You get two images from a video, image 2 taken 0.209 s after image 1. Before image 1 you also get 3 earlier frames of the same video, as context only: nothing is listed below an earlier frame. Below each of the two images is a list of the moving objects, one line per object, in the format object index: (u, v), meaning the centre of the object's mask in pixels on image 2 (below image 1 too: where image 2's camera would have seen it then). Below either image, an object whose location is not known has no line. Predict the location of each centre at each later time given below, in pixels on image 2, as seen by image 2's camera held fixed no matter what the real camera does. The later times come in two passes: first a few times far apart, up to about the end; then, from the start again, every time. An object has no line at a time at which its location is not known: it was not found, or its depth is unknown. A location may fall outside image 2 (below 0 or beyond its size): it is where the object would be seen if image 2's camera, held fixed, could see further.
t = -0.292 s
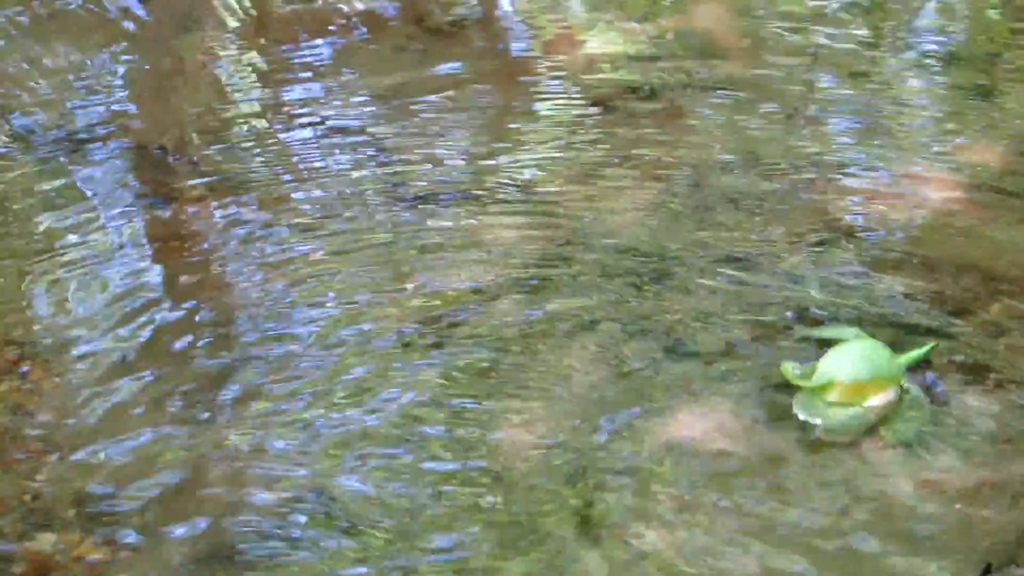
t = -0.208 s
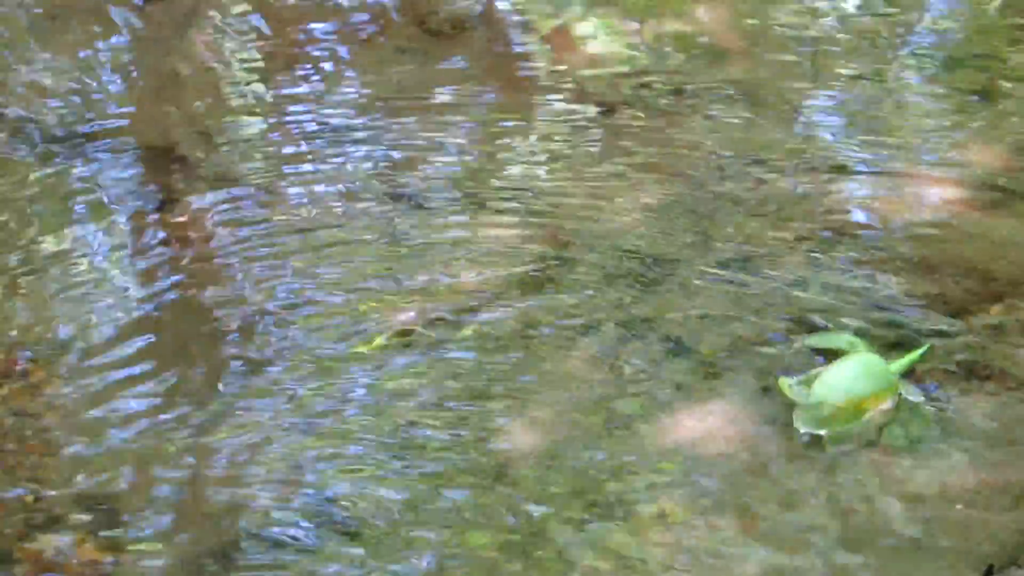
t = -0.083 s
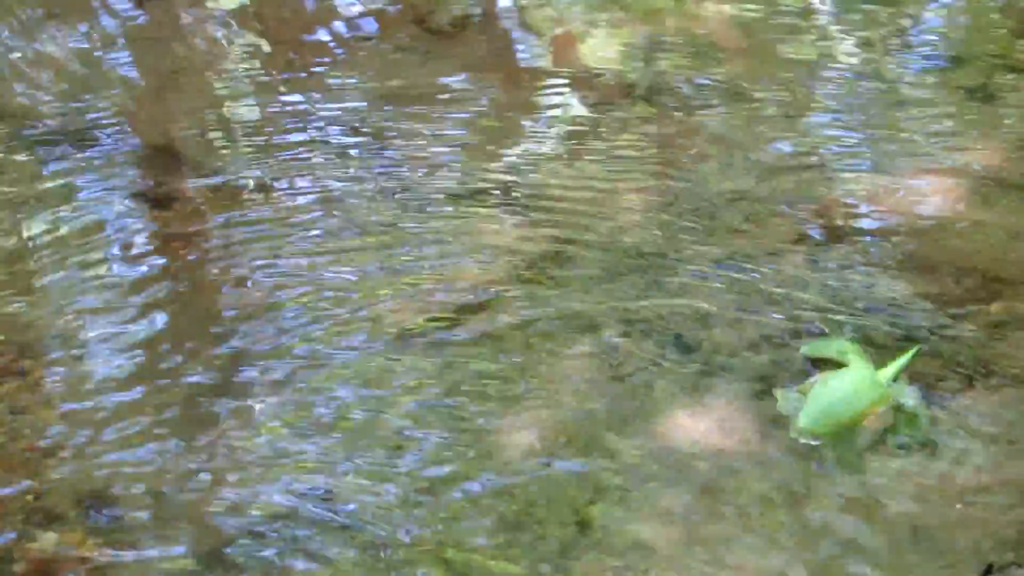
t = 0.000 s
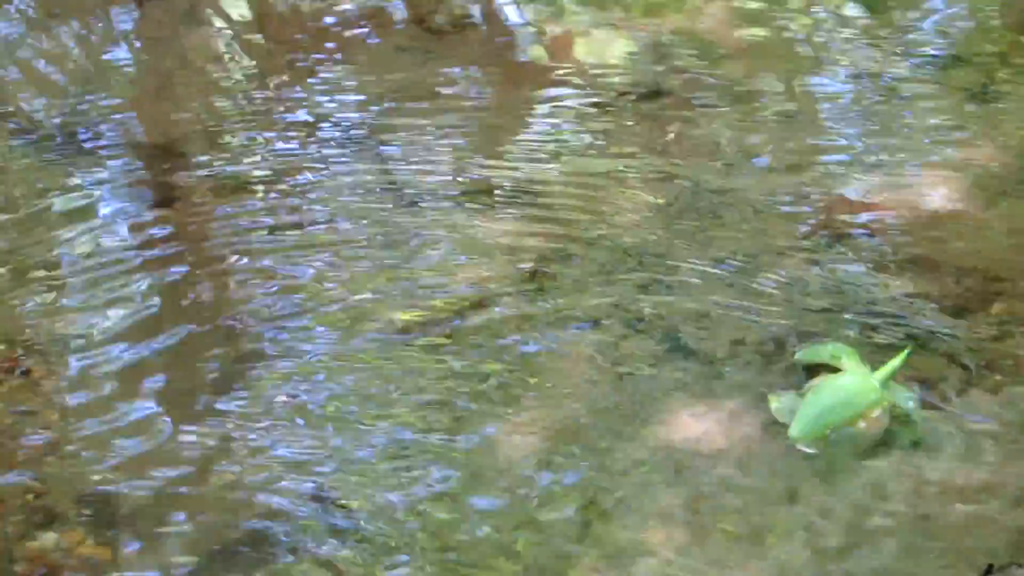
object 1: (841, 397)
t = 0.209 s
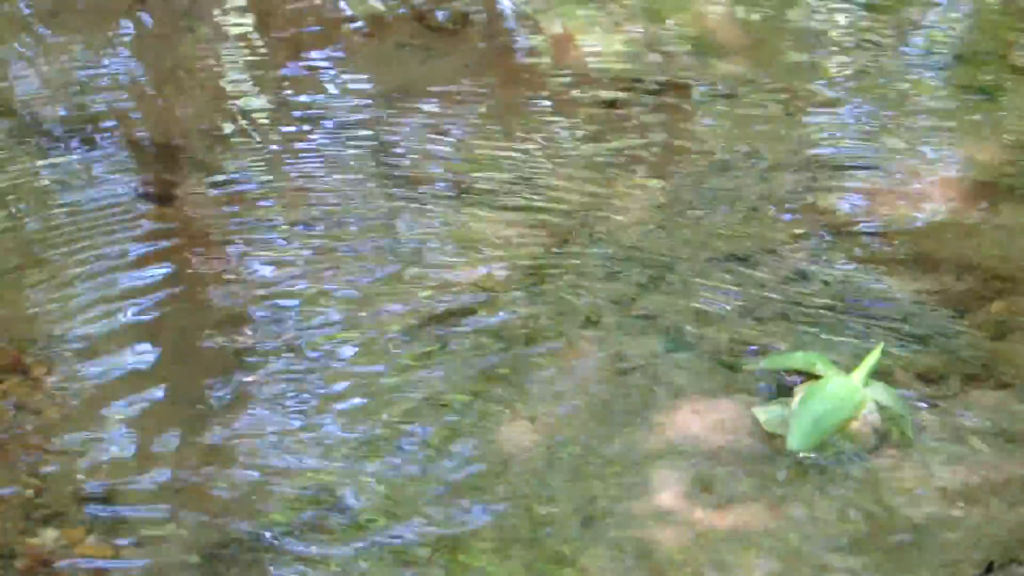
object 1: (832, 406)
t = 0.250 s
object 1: (826, 406)
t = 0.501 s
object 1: (796, 417)
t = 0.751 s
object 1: (770, 430)
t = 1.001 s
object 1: (754, 437)
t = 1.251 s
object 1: (744, 444)
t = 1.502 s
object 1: (702, 447)
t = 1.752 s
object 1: (639, 457)
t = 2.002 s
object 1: (575, 472)
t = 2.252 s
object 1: (549, 487)
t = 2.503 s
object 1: (531, 501)
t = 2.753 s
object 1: (509, 514)
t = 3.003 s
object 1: (489, 535)
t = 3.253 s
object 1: (473, 552)
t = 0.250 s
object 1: (826, 406)
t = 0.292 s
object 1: (820, 408)
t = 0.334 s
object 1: (807, 405)
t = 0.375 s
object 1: (807, 412)
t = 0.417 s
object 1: (801, 413)
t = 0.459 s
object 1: (797, 416)
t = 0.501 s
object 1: (796, 417)
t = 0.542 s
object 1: (792, 419)
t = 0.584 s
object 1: (790, 421)
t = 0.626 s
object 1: (787, 425)
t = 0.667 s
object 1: (778, 424)
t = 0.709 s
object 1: (779, 431)
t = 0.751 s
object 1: (770, 430)
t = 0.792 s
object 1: (776, 434)
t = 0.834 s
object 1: (762, 432)
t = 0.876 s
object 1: (764, 436)
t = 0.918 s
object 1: (761, 435)
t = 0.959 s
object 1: (761, 437)
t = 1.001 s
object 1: (754, 437)
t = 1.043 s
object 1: (753, 439)
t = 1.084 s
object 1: (754, 440)
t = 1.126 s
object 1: (754, 440)
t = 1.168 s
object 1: (755, 442)
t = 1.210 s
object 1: (751, 444)
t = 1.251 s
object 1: (744, 444)
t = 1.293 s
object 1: (739, 445)
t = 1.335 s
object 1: (734, 447)
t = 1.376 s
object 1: (726, 448)
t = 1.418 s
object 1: (720, 448)
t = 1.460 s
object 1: (712, 448)
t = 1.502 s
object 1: (702, 447)
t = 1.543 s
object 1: (690, 449)
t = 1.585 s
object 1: (676, 450)
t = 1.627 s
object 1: (667, 451)
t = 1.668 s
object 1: (656, 454)
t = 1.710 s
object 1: (647, 455)
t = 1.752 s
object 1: (639, 457)
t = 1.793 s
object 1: (627, 457)
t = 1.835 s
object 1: (620, 460)
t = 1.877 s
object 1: (607, 464)
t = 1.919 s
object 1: (595, 467)
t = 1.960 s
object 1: (583, 469)
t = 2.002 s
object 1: (575, 472)
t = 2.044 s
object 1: (567, 475)
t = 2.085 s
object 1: (563, 477)
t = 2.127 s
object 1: (559, 480)
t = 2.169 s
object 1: (555, 482)
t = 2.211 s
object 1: (553, 484)
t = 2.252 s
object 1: (549, 487)
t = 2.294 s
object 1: (544, 491)
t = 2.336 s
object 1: (540, 492)
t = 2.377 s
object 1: (537, 494)
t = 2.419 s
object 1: (533, 497)
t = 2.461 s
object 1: (533, 500)
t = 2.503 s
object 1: (531, 501)
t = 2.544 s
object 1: (525, 504)
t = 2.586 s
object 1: (524, 504)
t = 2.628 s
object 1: (522, 505)
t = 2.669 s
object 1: (516, 509)
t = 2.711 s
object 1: (513, 512)
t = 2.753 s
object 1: (509, 514)
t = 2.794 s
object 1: (507, 518)
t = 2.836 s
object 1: (503, 522)
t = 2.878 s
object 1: (500, 525)
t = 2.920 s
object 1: (496, 528)
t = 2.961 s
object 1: (492, 531)
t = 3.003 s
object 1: (489, 535)
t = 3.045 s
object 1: (487, 539)
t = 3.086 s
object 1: (485, 542)
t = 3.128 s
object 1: (484, 544)
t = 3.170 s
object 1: (482, 547)
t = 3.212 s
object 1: (476, 550)
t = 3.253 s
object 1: (473, 552)
